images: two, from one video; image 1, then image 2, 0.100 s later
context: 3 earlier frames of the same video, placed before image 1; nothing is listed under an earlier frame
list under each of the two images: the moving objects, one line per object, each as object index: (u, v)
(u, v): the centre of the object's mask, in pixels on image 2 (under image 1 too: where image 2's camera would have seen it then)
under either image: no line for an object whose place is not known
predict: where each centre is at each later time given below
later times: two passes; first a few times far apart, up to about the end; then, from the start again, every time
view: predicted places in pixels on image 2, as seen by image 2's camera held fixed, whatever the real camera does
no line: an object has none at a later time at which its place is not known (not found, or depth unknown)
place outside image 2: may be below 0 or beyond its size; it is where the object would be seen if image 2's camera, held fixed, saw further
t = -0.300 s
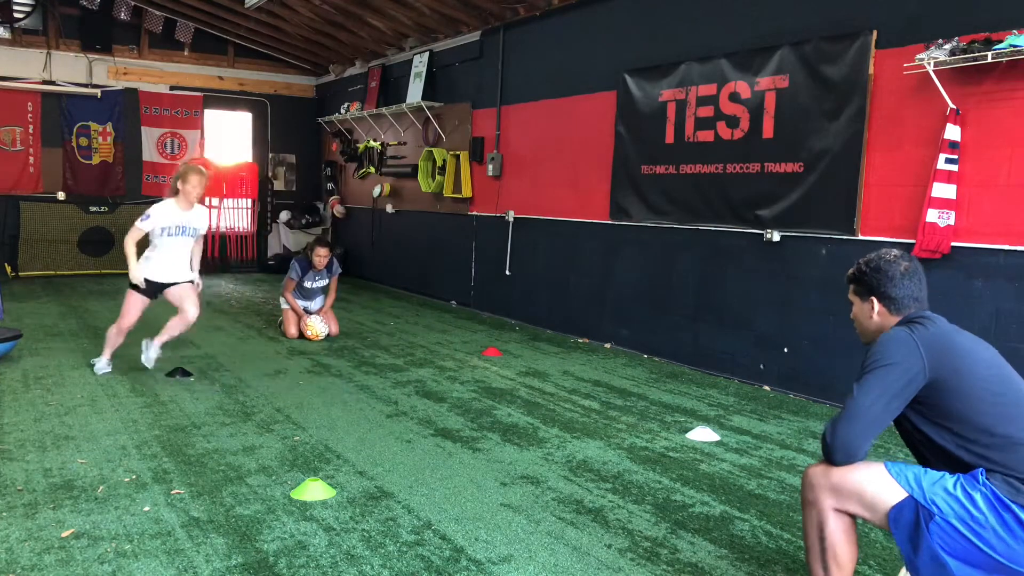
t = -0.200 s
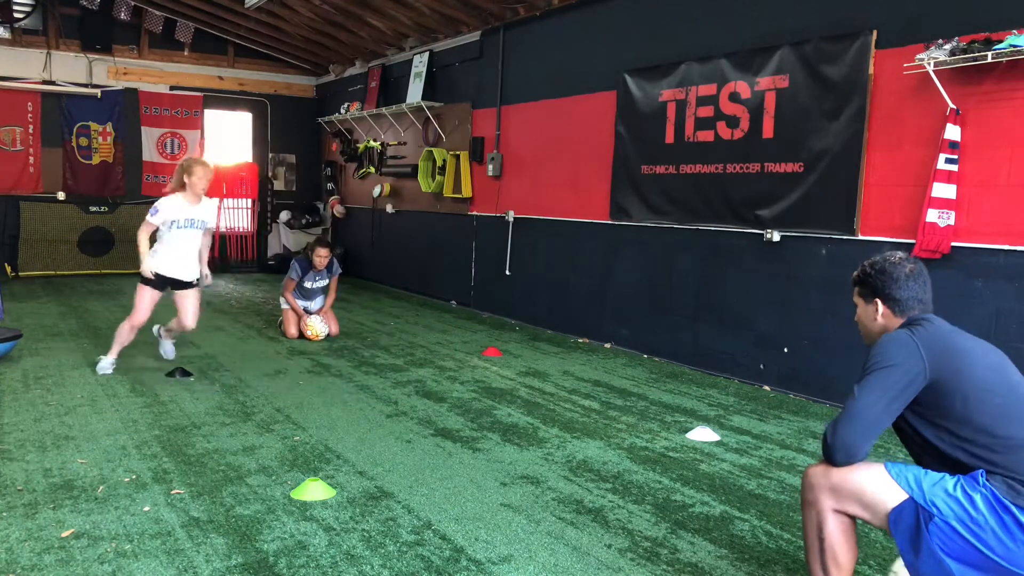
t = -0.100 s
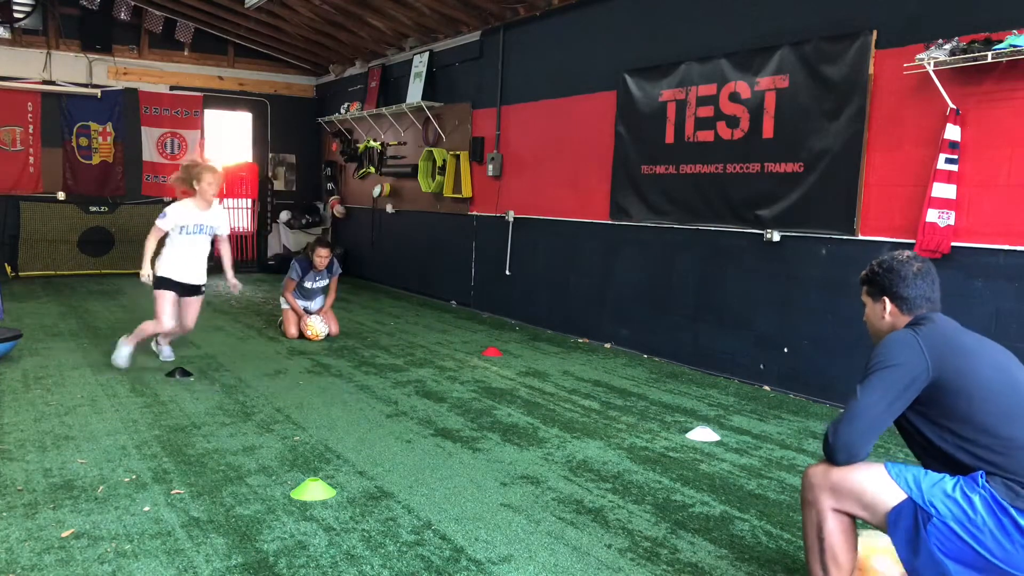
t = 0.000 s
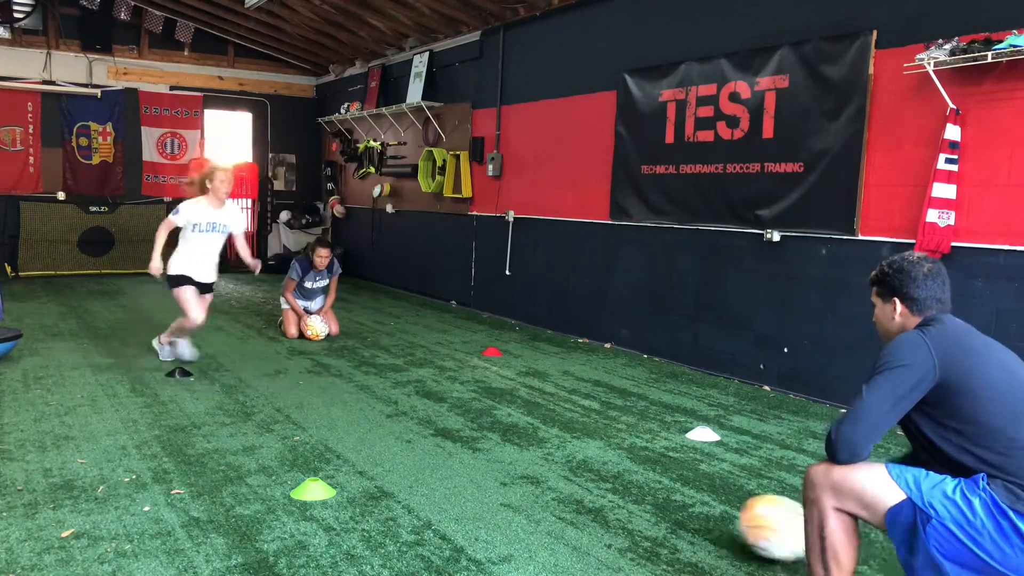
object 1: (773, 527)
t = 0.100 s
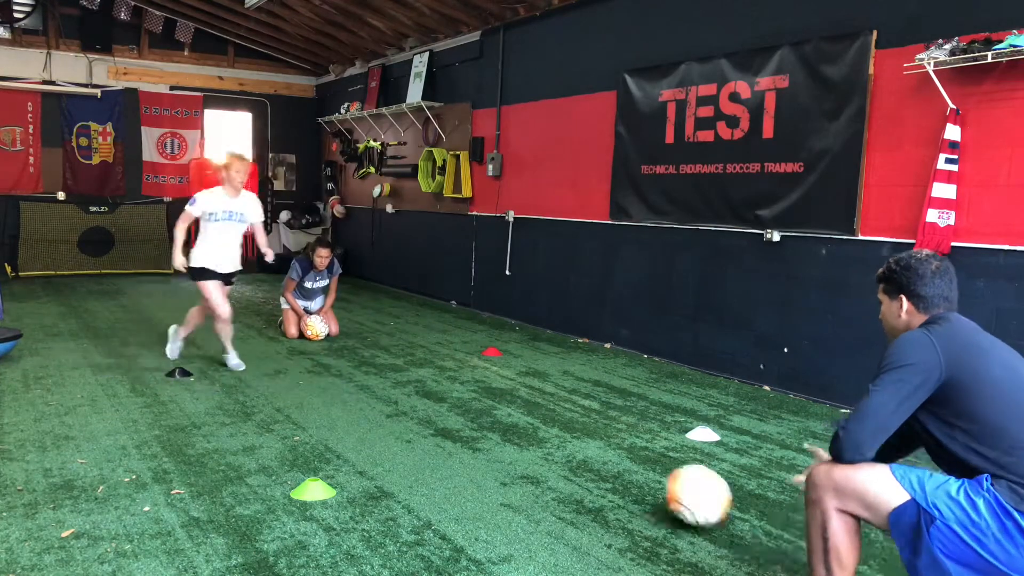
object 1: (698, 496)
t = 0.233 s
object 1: (618, 474)
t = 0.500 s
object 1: (516, 436)
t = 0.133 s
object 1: (677, 486)
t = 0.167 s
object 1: (656, 480)
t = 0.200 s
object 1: (636, 476)
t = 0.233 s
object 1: (618, 474)
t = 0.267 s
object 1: (603, 466)
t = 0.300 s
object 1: (589, 459)
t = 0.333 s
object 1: (577, 455)
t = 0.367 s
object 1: (564, 452)
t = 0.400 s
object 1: (551, 449)
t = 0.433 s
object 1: (539, 443)
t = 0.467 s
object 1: (527, 439)
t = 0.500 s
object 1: (516, 436)
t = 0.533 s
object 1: (505, 430)
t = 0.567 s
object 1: (495, 427)
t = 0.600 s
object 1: (485, 424)
